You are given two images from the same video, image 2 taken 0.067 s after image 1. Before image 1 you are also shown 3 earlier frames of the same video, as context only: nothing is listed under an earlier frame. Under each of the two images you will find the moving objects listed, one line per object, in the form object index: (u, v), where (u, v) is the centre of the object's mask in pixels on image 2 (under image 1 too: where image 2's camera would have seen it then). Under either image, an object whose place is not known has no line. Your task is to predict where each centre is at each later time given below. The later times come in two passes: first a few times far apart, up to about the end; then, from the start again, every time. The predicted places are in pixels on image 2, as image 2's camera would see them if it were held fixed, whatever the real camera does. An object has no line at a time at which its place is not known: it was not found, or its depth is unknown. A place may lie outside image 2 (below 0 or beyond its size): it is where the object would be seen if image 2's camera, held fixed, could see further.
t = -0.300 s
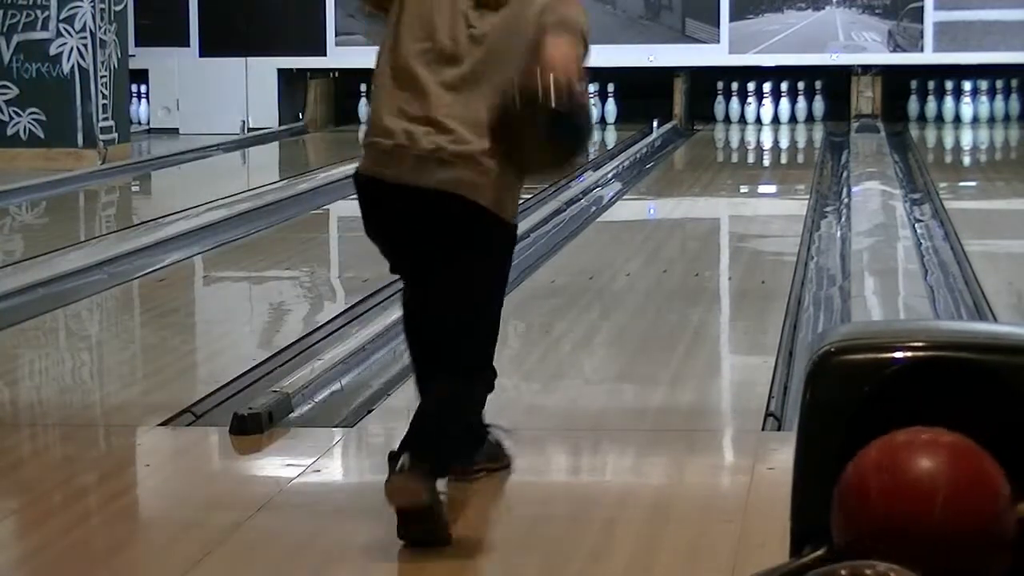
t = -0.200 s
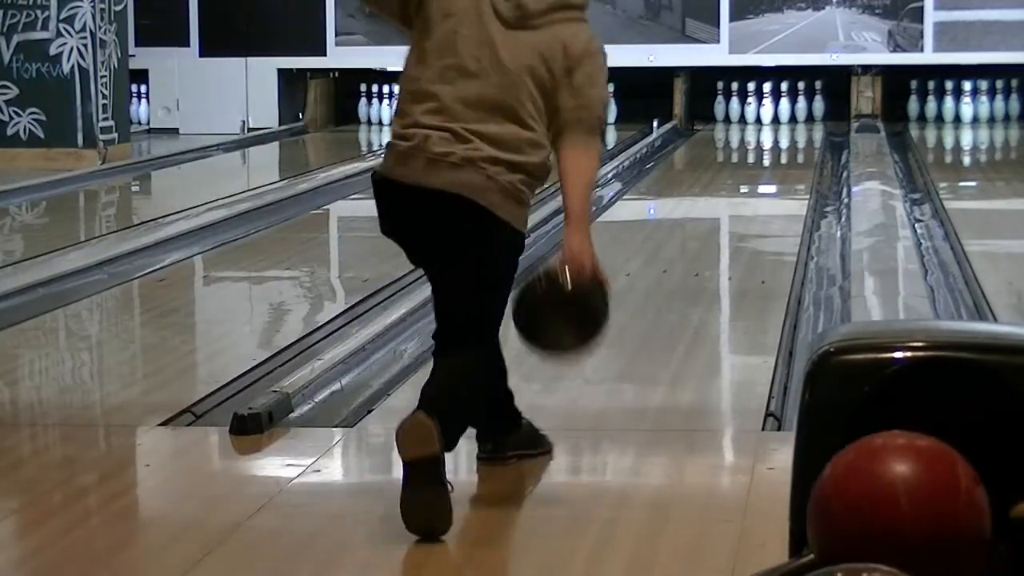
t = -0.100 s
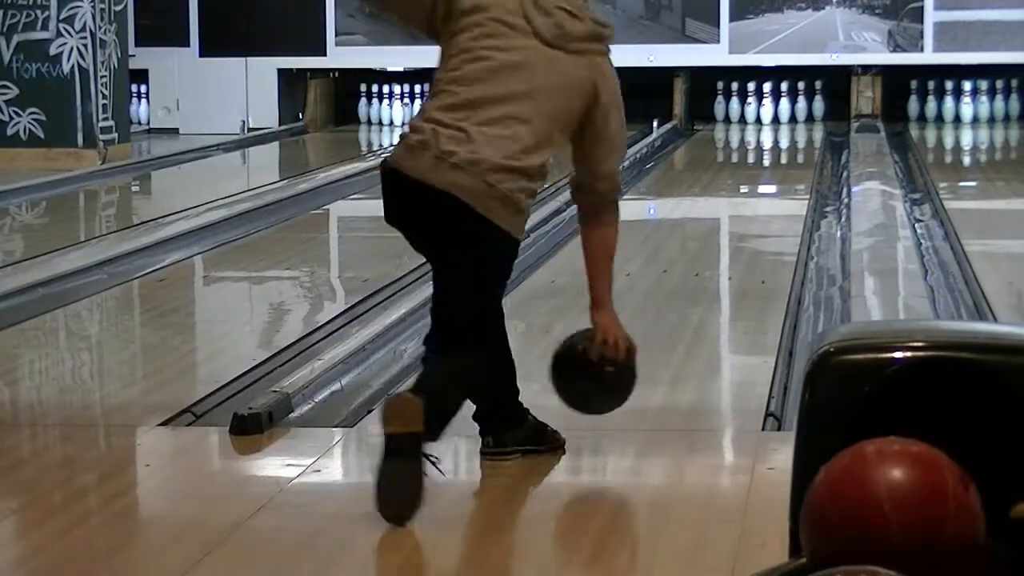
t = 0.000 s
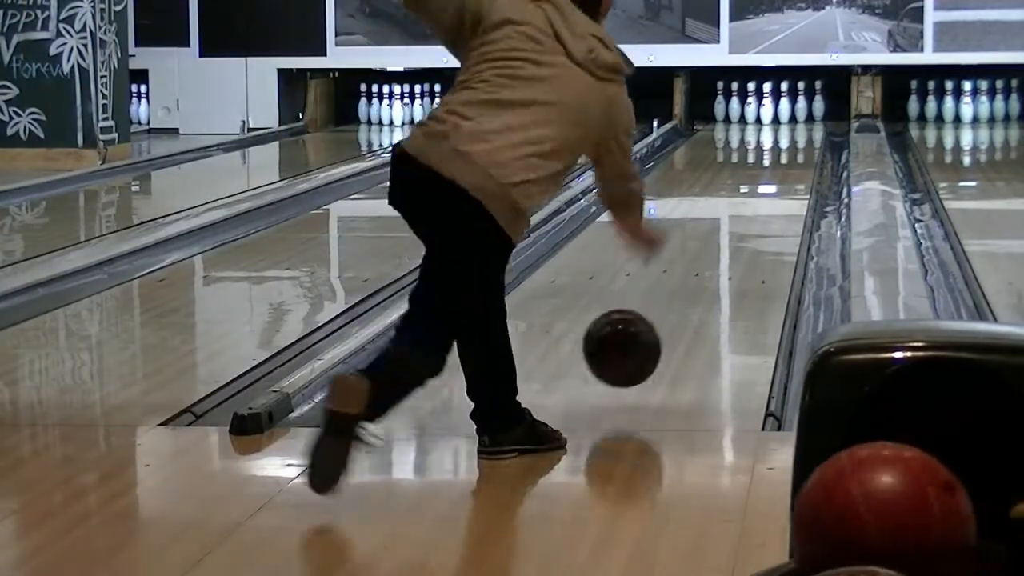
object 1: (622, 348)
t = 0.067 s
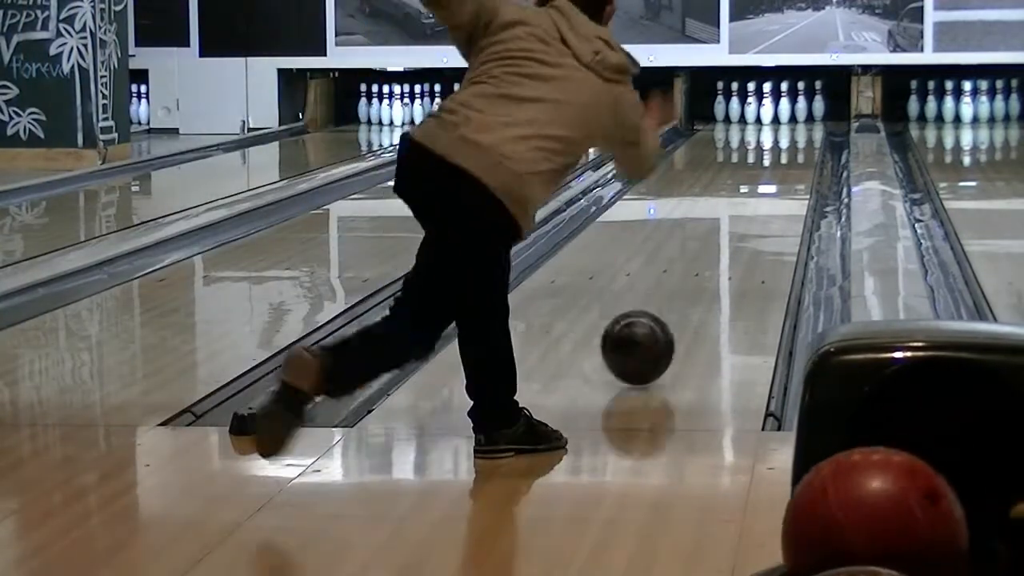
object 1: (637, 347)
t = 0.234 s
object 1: (668, 304)
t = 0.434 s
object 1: (695, 265)
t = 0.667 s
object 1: (718, 231)
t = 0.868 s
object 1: (732, 208)
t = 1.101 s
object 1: (744, 186)
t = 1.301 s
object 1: (753, 172)
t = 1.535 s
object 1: (759, 157)
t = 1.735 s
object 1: (762, 147)
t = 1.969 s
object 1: (766, 136)
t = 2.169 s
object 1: (765, 129)
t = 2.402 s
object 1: (762, 122)
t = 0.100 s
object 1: (644, 336)
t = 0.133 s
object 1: (651, 329)
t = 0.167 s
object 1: (657, 320)
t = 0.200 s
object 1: (663, 312)
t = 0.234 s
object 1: (668, 304)
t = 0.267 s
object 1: (673, 296)
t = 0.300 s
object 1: (678, 289)
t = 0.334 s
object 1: (683, 283)
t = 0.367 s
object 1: (688, 276)
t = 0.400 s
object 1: (691, 271)
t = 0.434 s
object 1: (695, 265)
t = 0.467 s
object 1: (699, 259)
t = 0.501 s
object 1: (703, 254)
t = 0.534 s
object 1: (706, 249)
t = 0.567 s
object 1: (709, 244)
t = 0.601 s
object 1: (712, 239)
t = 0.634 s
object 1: (715, 235)
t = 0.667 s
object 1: (718, 231)
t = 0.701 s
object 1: (721, 227)
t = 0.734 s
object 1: (723, 223)
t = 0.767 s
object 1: (726, 219)
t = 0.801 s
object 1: (728, 215)
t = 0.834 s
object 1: (730, 211)
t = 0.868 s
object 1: (732, 208)
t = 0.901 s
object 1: (734, 204)
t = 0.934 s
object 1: (736, 201)
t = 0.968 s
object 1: (738, 198)
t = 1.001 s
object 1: (740, 195)
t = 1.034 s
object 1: (741, 192)
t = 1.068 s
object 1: (743, 190)
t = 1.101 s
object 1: (744, 186)
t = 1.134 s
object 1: (746, 184)
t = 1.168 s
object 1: (748, 181)
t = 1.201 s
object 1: (749, 179)
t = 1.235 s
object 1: (750, 176)
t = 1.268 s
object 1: (752, 174)
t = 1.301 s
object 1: (753, 172)
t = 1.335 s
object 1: (754, 169)
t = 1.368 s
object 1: (755, 167)
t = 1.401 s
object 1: (756, 165)
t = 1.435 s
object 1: (757, 163)
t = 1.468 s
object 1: (758, 161)
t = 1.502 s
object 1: (758, 159)
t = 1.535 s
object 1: (759, 157)
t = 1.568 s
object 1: (760, 155)
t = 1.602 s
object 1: (761, 153)
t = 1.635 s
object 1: (761, 151)
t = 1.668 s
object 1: (762, 150)
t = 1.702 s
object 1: (762, 148)
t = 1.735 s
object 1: (762, 147)
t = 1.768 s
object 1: (763, 145)
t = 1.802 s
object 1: (764, 143)
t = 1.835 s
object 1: (765, 142)
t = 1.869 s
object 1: (765, 140)
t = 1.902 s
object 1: (765, 139)
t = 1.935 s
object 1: (766, 138)
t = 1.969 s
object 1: (766, 136)
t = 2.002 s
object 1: (766, 135)
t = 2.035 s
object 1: (766, 134)
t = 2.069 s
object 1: (765, 132)
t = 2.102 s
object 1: (765, 131)
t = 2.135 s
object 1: (766, 130)
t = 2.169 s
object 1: (765, 129)
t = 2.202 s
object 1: (765, 128)
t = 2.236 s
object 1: (765, 127)
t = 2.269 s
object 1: (764, 126)
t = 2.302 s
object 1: (764, 125)
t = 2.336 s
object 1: (763, 124)
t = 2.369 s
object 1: (763, 123)
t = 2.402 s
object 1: (762, 122)
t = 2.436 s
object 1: (761, 121)
